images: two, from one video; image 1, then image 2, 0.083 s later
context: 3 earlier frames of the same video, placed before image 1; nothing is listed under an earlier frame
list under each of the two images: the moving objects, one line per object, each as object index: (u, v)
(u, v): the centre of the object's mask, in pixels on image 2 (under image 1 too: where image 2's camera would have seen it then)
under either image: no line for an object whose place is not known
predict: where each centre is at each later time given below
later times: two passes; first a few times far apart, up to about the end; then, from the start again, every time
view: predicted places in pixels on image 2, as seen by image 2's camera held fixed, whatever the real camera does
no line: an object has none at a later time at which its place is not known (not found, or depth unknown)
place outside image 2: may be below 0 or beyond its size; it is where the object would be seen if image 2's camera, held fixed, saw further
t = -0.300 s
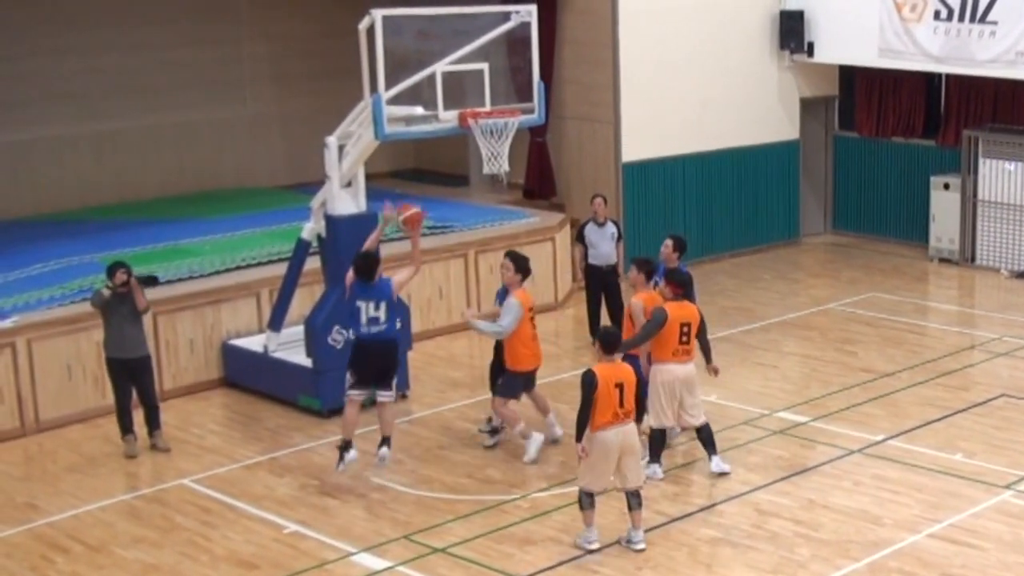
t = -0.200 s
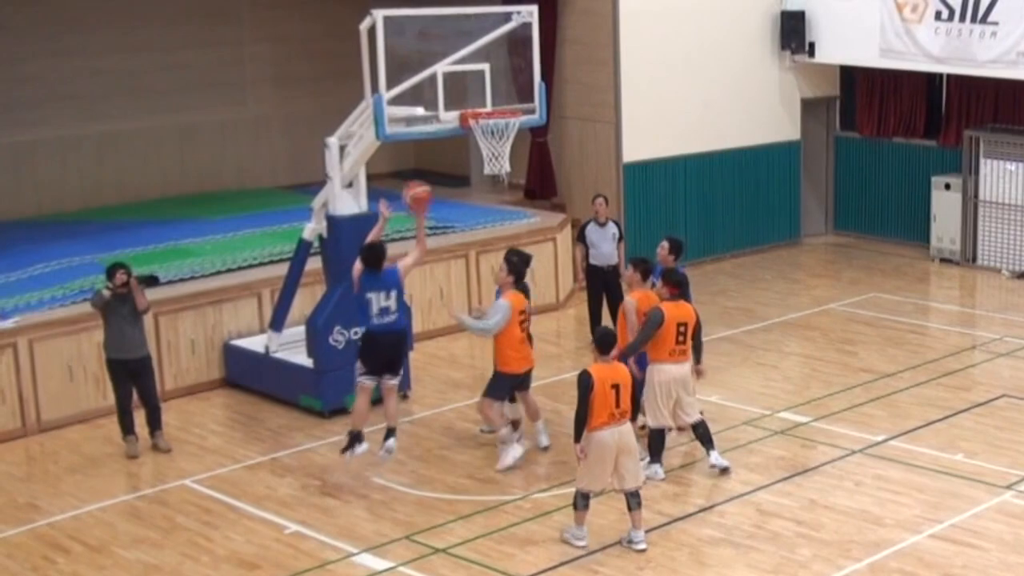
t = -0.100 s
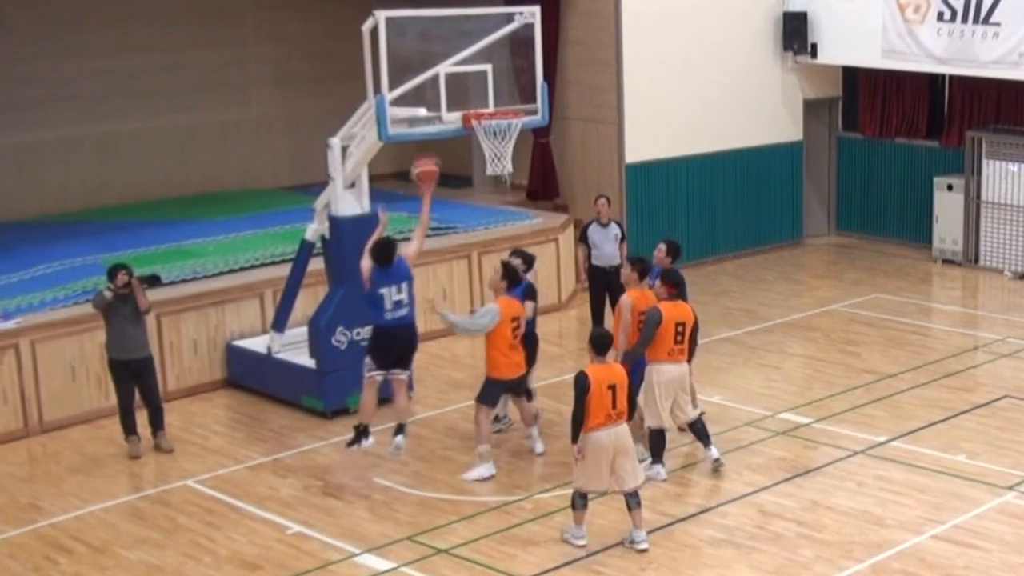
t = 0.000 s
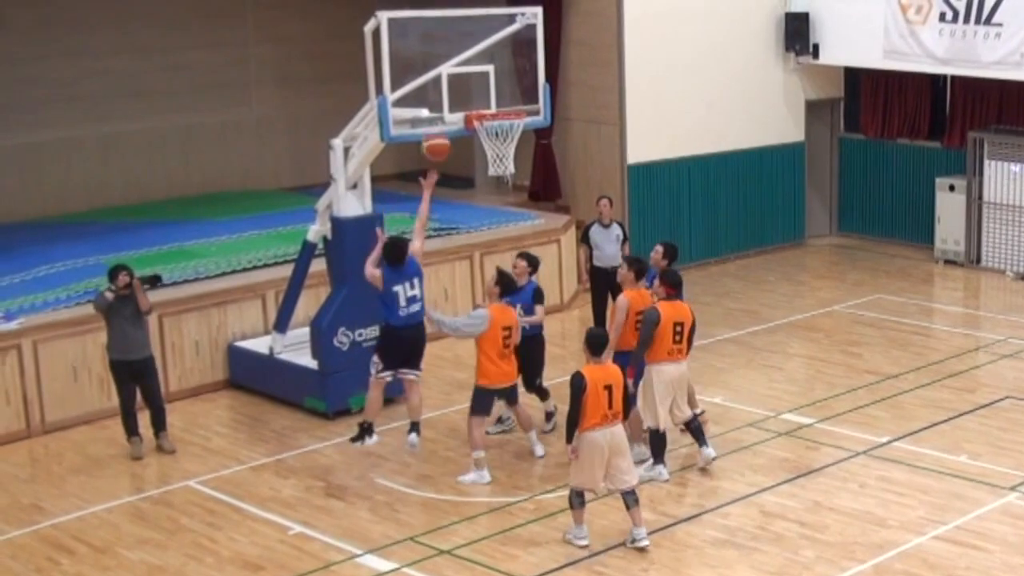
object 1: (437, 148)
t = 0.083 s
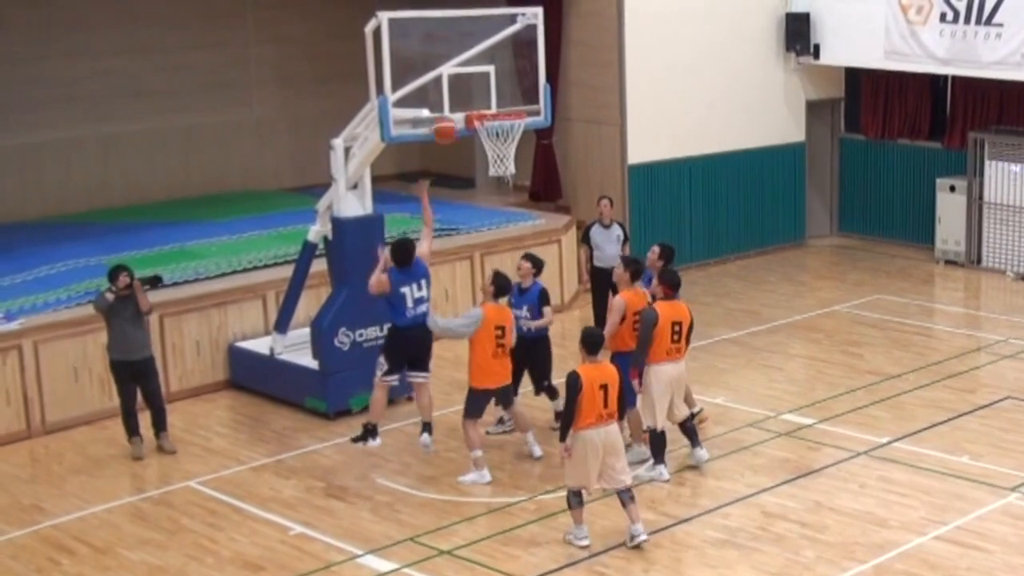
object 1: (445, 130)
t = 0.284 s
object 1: (463, 103)
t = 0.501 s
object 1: (475, 98)
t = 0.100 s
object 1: (446, 126)
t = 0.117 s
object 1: (447, 123)
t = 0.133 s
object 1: (447, 121)
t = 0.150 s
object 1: (449, 118)
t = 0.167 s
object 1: (451, 114)
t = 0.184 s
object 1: (452, 112)
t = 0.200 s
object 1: (452, 110)
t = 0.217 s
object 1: (454, 108)
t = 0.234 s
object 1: (455, 106)
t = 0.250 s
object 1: (458, 106)
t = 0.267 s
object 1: (461, 104)
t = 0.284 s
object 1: (463, 103)
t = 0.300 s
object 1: (465, 102)
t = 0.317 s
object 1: (466, 102)
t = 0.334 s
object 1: (467, 100)
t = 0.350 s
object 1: (467, 100)
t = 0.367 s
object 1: (468, 100)
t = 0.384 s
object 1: (469, 99)
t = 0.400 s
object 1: (470, 99)
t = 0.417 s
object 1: (470, 98)
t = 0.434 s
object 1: (472, 98)
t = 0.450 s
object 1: (472, 98)
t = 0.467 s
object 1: (473, 98)
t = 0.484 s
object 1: (474, 98)
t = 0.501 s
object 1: (475, 98)
